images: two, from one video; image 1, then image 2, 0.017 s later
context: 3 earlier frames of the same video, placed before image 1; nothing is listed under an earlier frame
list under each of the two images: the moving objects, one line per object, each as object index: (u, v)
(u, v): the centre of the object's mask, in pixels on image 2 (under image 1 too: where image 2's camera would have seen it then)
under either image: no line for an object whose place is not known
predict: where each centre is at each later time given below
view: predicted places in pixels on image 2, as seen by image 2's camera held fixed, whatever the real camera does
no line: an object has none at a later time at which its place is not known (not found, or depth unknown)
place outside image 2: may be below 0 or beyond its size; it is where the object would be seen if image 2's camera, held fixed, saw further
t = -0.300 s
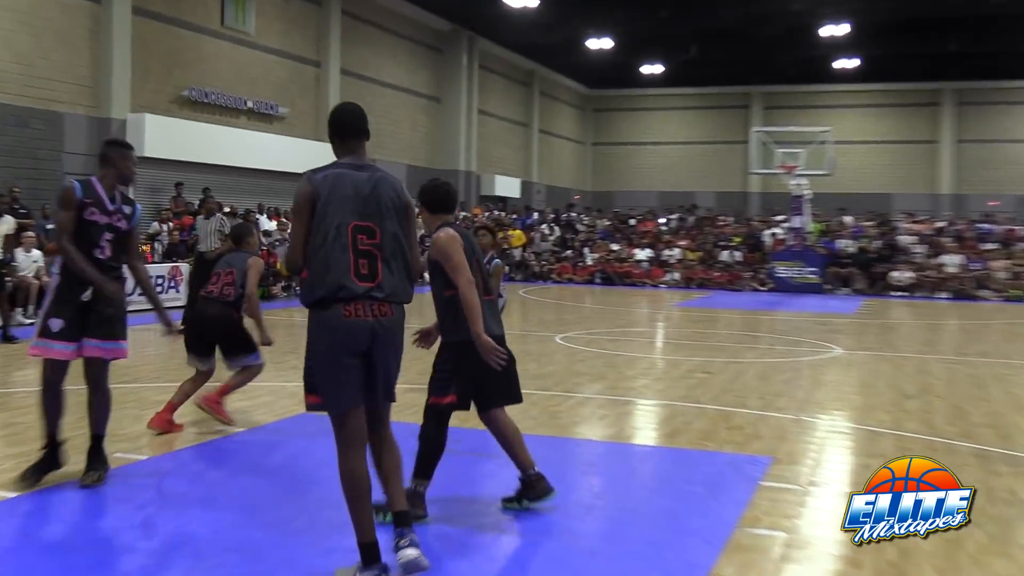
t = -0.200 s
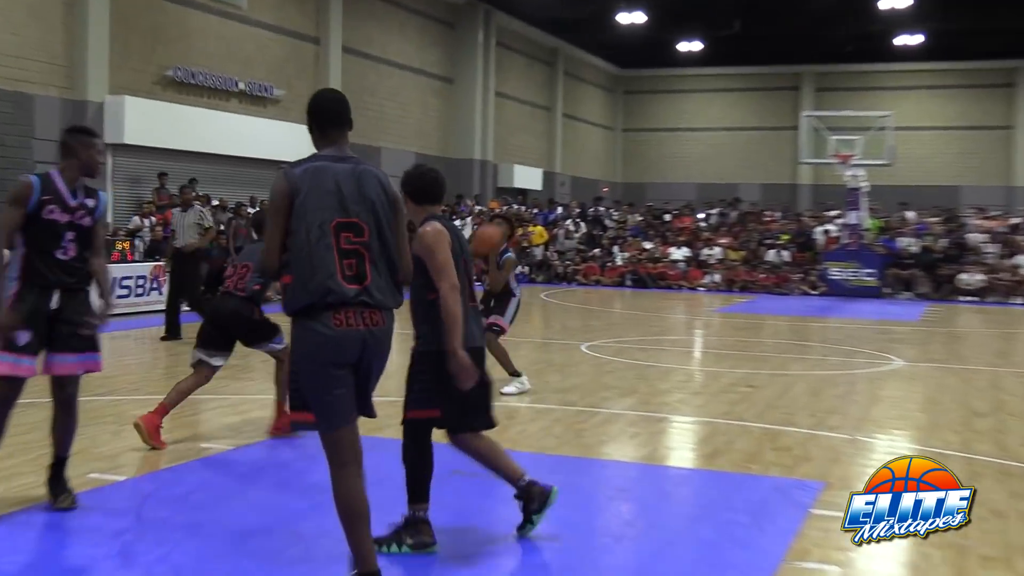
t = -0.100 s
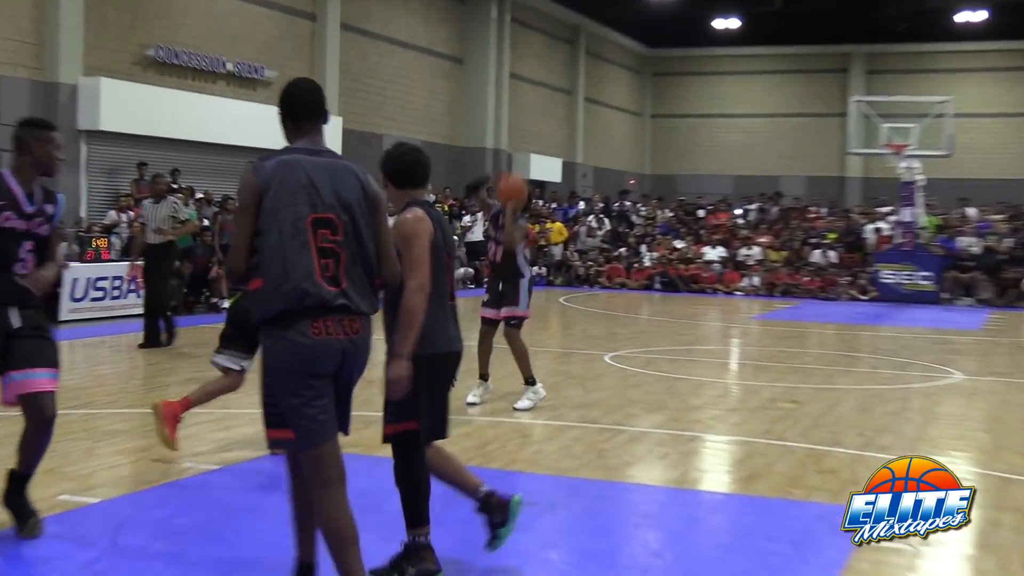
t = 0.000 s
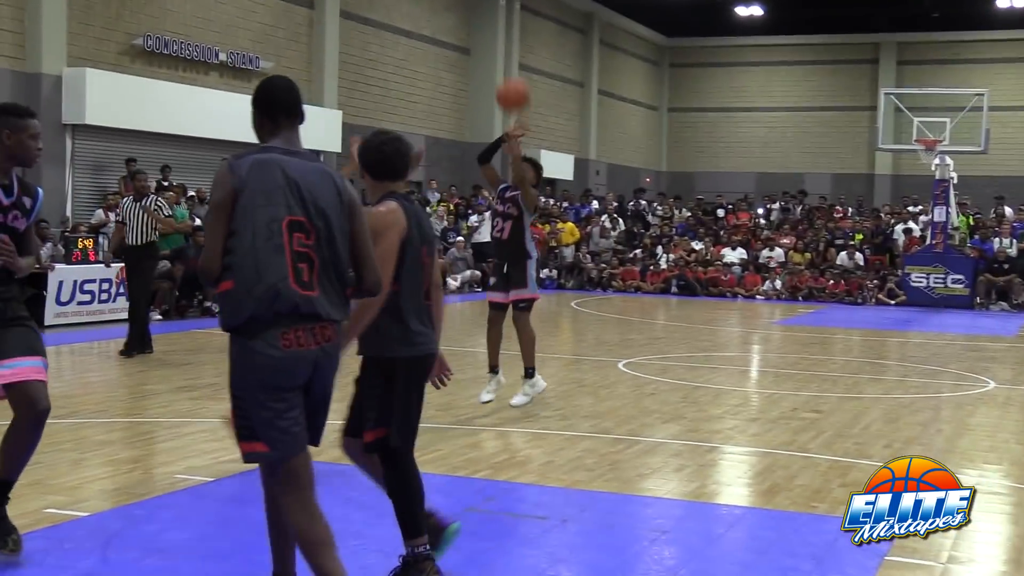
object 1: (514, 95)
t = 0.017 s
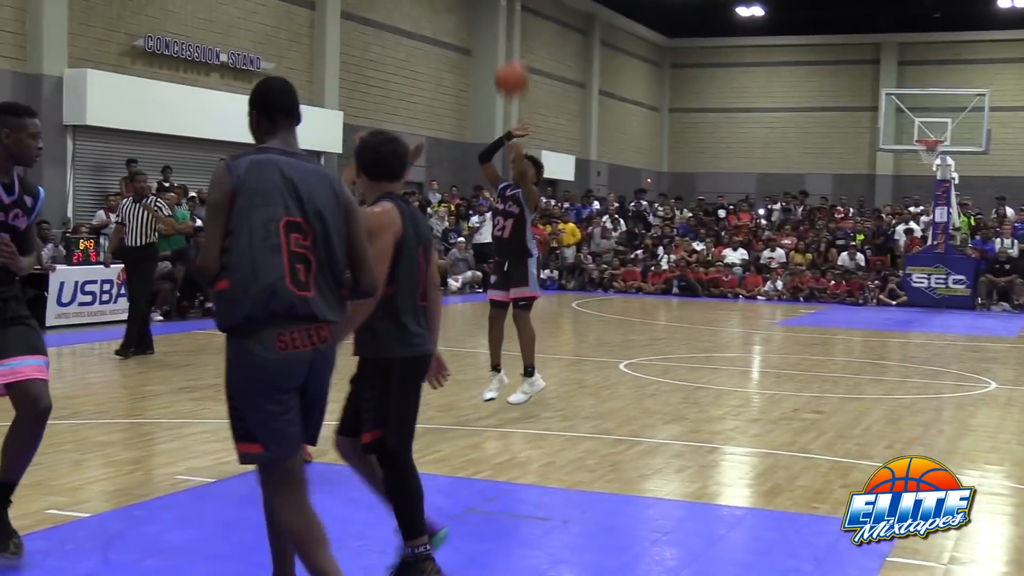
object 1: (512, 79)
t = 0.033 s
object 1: (509, 62)
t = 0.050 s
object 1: (507, 43)
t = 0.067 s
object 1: (504, 26)
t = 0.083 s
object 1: (502, 10)
